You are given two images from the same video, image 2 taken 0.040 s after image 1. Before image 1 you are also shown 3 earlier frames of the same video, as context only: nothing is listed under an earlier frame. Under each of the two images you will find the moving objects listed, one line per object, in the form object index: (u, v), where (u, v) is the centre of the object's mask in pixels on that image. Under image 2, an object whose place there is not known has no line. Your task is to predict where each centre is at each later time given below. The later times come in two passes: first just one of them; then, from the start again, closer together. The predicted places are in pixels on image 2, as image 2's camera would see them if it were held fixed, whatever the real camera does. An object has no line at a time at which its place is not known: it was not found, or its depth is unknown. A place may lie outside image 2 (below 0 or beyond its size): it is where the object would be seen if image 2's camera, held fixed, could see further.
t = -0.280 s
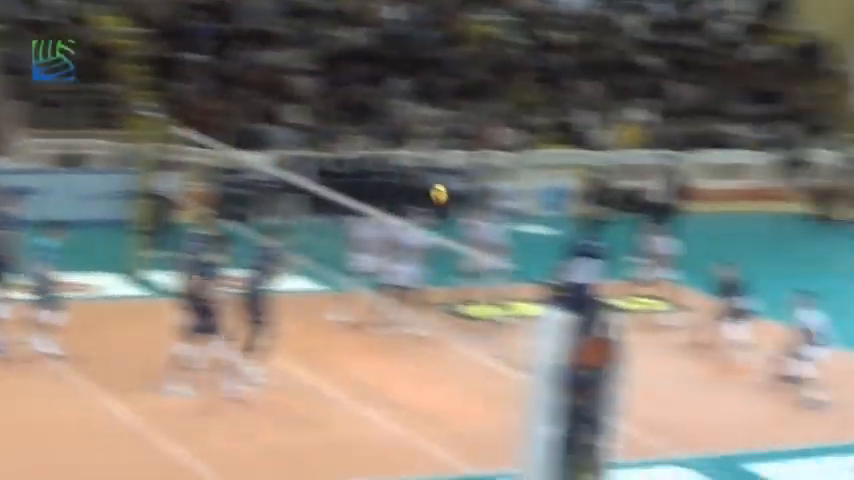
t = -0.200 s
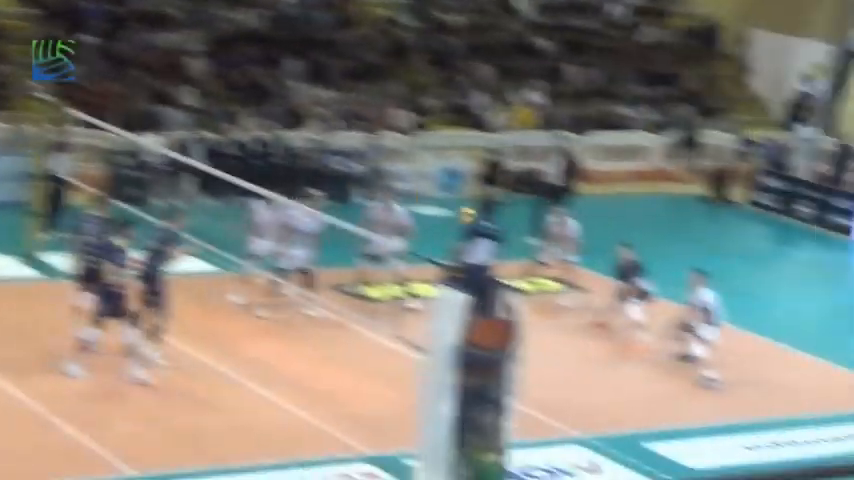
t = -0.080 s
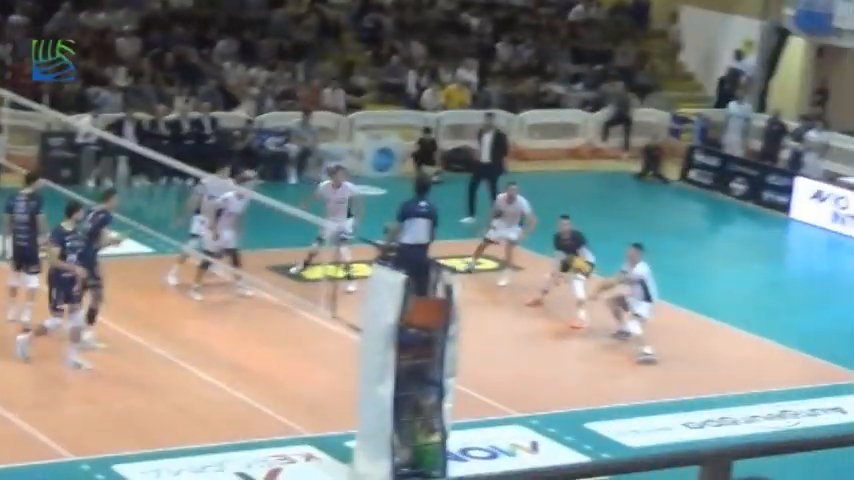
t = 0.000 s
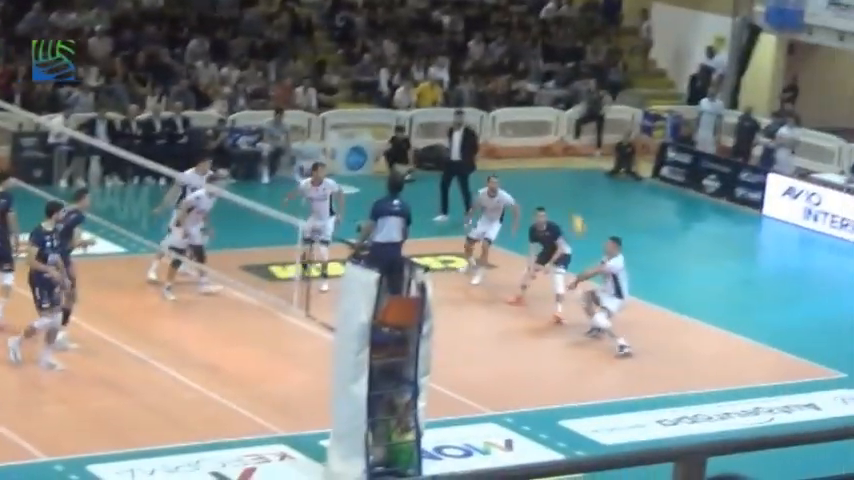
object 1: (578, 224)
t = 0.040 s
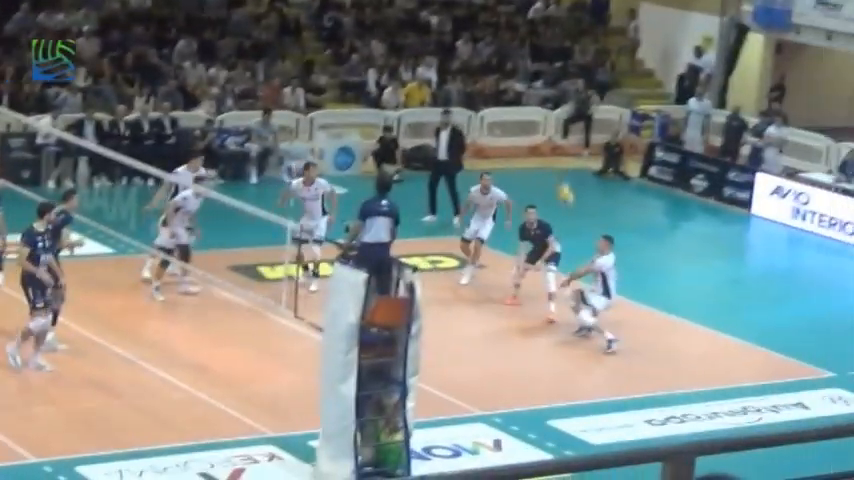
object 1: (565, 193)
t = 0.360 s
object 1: (562, -14)
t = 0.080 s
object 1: (565, 162)
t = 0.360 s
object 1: (562, -14)
